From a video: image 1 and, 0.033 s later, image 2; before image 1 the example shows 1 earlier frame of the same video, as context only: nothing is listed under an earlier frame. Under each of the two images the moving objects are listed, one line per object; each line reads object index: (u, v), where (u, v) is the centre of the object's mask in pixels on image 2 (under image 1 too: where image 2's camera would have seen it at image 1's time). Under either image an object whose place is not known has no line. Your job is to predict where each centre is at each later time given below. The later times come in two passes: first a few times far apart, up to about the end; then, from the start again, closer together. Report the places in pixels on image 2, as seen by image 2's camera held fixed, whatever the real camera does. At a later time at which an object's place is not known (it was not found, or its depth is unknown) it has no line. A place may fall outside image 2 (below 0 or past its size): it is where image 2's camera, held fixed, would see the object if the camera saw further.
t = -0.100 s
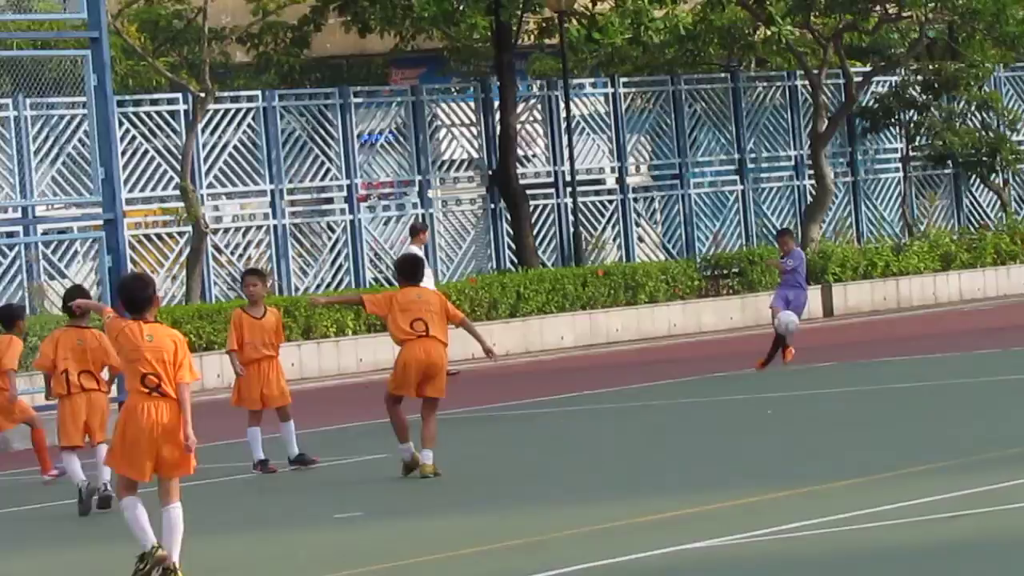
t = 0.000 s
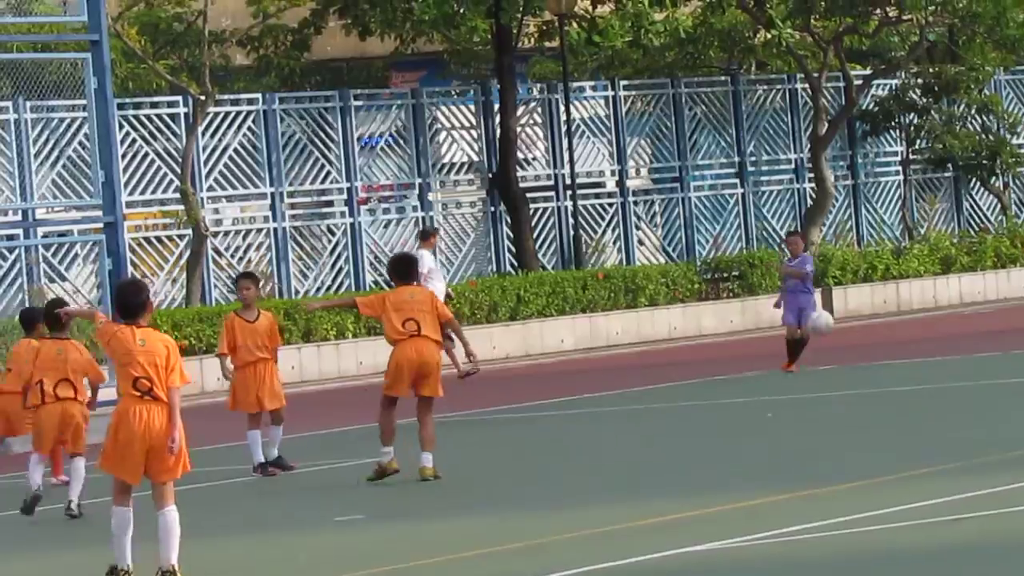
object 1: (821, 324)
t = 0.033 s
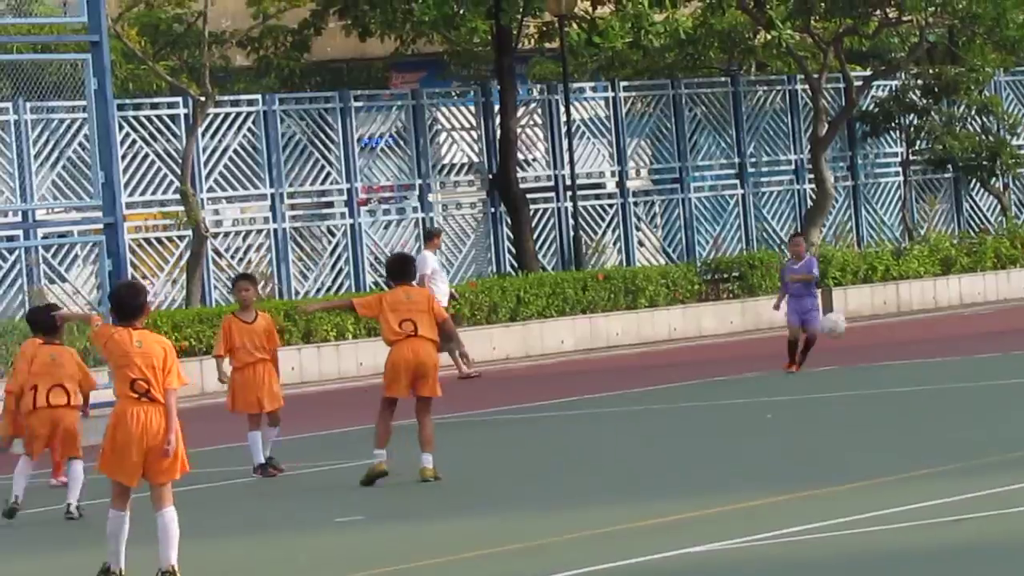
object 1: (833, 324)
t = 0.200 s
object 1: (915, 350)
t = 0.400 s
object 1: (1016, 363)
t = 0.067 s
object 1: (847, 326)
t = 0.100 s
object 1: (863, 330)
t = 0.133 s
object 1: (878, 335)
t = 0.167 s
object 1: (894, 342)
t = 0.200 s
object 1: (915, 350)
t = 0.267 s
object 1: (951, 372)
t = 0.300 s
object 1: (968, 386)
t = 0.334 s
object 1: (984, 377)
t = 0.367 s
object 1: (1000, 369)
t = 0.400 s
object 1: (1016, 363)
